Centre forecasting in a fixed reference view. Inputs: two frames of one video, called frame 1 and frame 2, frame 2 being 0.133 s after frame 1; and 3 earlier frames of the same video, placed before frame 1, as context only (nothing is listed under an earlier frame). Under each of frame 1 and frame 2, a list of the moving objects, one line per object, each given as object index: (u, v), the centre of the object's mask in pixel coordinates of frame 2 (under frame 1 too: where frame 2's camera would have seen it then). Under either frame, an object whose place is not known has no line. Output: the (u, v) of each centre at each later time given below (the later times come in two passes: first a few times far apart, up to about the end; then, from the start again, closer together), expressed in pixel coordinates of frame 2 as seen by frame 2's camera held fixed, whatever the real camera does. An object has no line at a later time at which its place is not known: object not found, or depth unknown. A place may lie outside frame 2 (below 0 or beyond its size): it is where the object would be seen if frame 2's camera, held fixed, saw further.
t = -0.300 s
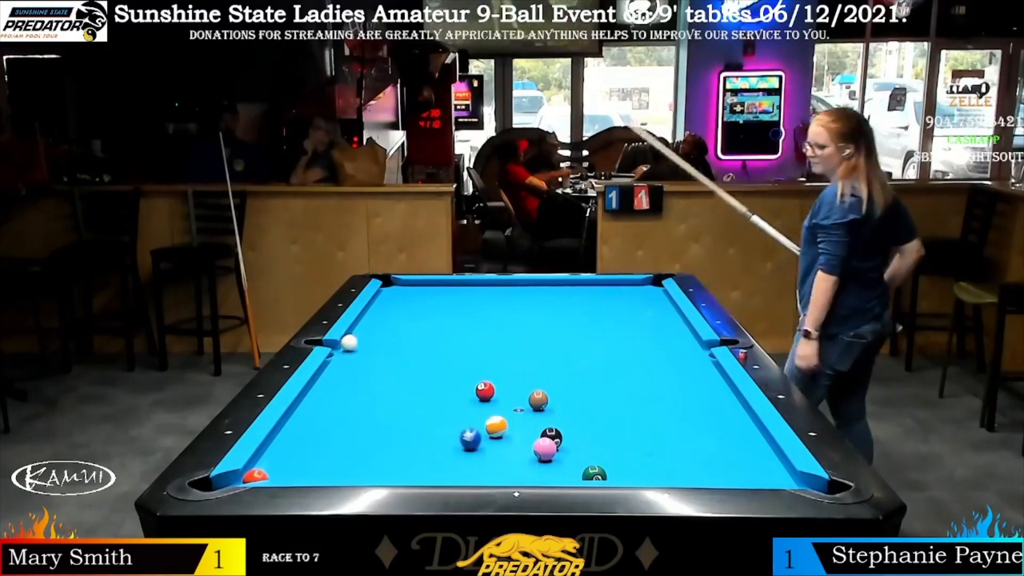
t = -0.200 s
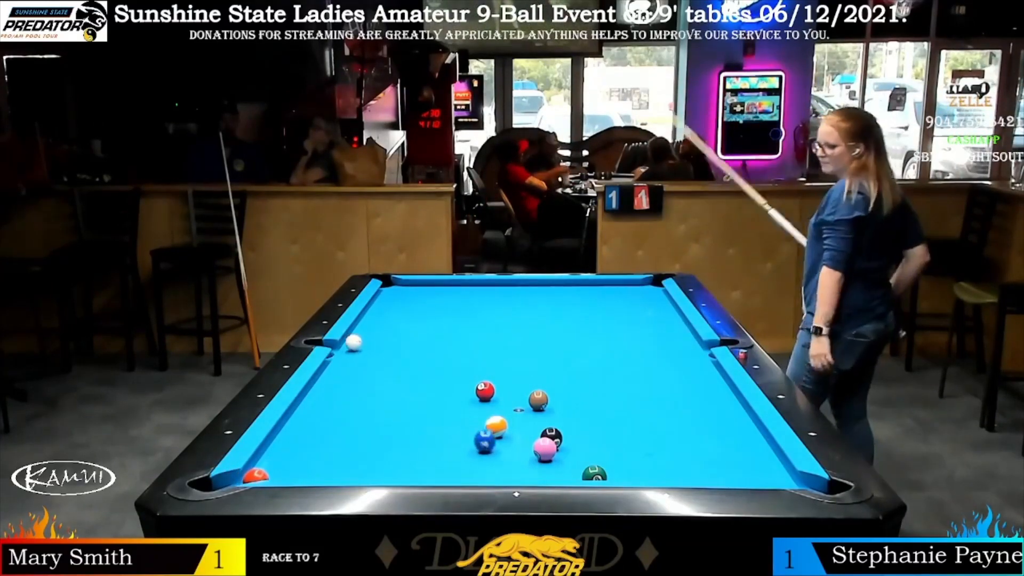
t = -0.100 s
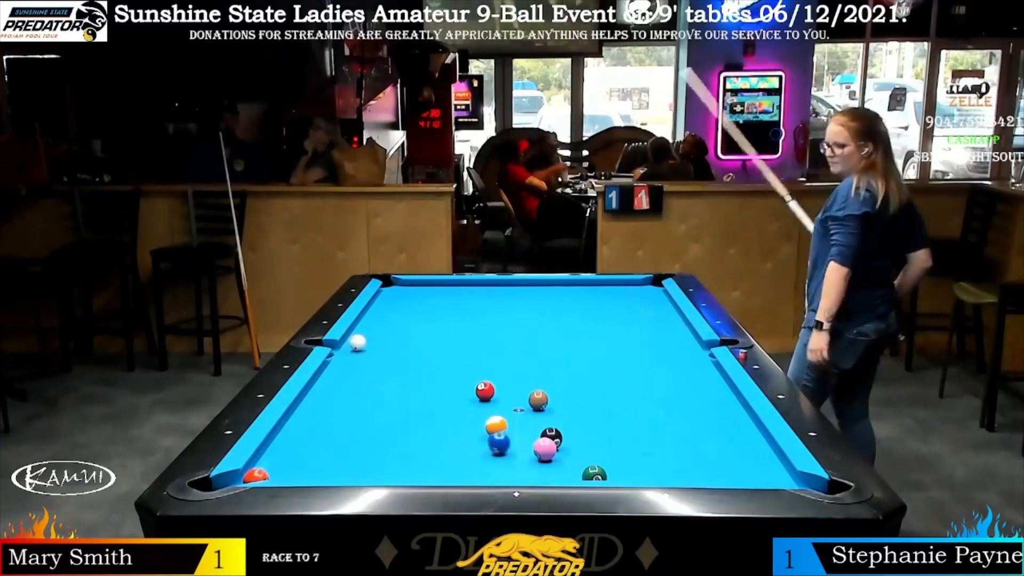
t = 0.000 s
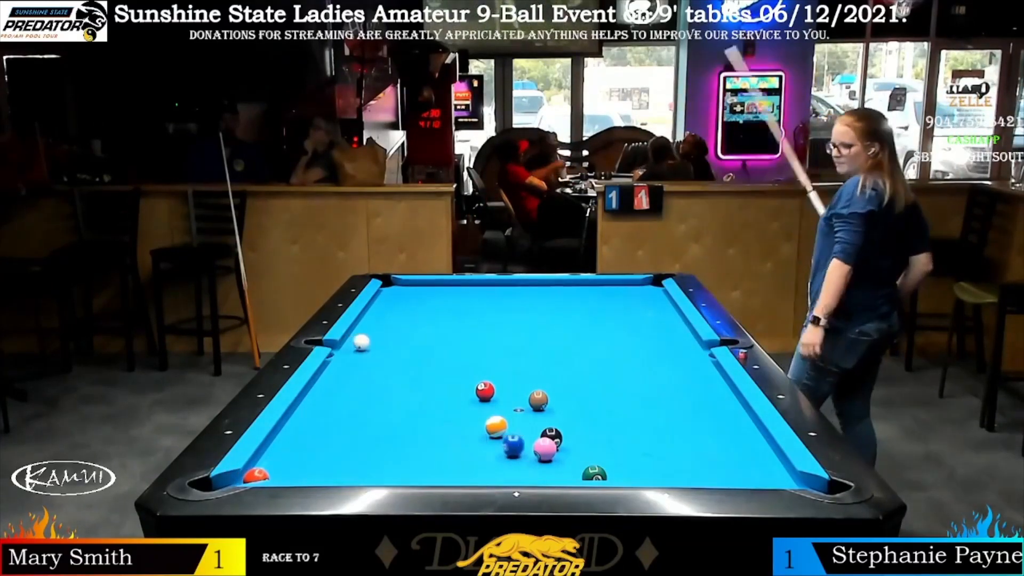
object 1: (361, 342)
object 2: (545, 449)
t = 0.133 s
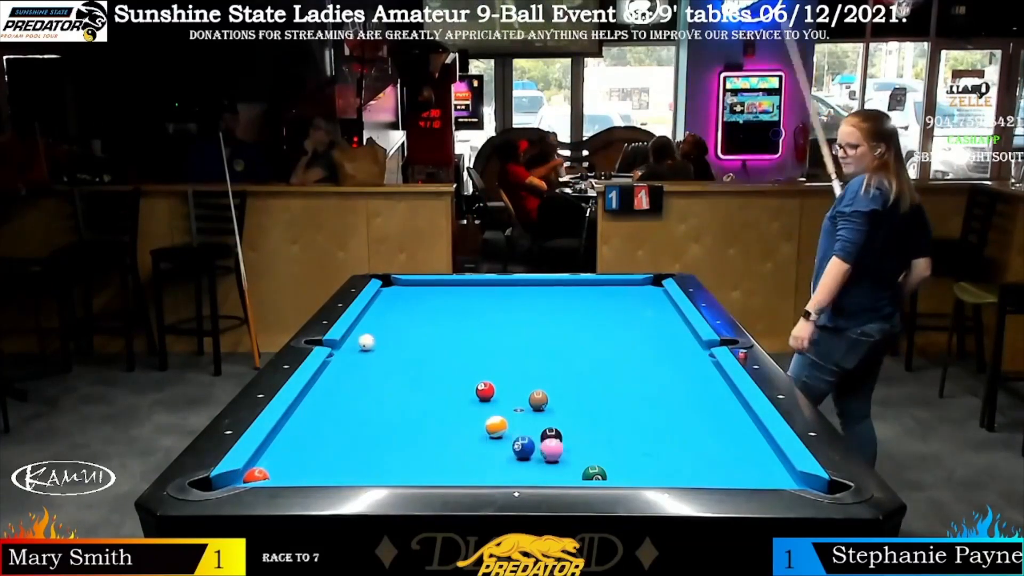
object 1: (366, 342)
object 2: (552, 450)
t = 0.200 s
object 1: (368, 342)
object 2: (557, 450)
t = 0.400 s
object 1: (374, 342)
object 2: (574, 452)
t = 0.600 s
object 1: (379, 342)
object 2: (589, 454)
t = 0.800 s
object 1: (383, 341)
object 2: (603, 455)
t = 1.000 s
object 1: (386, 341)
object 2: (616, 458)
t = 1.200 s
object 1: (388, 341)
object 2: (627, 459)
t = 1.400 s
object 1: (389, 341)
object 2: (638, 460)
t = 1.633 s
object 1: (389, 341)
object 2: (648, 462)
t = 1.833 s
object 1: (389, 341)
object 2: (655, 462)
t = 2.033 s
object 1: (389, 341)
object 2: (661, 464)
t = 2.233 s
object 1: (389, 341)
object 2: (665, 464)
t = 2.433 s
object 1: (389, 341)
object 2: (668, 464)
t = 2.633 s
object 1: (389, 341)
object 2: (670, 465)
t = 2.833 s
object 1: (389, 341)
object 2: (670, 465)
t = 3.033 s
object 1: (389, 341)
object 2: (670, 465)
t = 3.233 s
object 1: (389, 341)
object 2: (670, 465)
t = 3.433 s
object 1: (389, 341)
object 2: (670, 465)
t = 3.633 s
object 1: (389, 341)
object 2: (670, 465)
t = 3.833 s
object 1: (389, 341)
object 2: (670, 465)
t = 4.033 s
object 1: (389, 341)
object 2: (670, 465)
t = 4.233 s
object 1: (389, 341)
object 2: (670, 465)
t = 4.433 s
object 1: (389, 341)
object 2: (670, 465)
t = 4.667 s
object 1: (389, 341)
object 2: (670, 465)
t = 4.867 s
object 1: (389, 341)
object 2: (670, 465)
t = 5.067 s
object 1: (389, 341)
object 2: (670, 465)
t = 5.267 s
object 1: (389, 341)
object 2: (670, 465)
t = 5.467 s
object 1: (389, 341)
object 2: (670, 465)
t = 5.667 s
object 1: (389, 341)
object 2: (670, 465)
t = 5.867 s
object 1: (389, 341)
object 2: (670, 465)
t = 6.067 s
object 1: (389, 341)
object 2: (670, 465)
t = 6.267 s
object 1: (389, 341)
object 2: (670, 465)
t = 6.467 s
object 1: (389, 341)
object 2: (670, 465)
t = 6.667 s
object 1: (389, 341)
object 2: (670, 465)
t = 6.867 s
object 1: (389, 341)
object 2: (670, 465)
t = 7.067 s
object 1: (389, 341)
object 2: (670, 465)
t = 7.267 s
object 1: (389, 341)
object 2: (670, 465)
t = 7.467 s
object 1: (389, 341)
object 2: (670, 465)
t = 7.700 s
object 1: (389, 341)
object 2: (670, 465)
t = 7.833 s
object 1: (389, 341)
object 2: (670, 465)
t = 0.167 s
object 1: (367, 342)
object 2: (555, 450)
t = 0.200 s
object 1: (368, 342)
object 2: (557, 450)
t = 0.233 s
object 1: (370, 342)
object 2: (560, 451)
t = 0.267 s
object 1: (371, 342)
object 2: (563, 451)
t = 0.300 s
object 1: (372, 342)
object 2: (566, 451)
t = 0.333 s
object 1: (372, 342)
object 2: (569, 452)
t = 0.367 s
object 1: (373, 342)
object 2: (571, 452)
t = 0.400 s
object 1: (374, 342)
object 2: (574, 452)
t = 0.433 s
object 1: (375, 342)
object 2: (576, 453)
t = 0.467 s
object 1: (376, 342)
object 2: (579, 453)
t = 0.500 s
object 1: (377, 342)
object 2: (582, 453)
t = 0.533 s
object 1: (378, 342)
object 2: (584, 453)
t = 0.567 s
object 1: (378, 342)
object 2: (587, 454)
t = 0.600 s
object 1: (379, 342)
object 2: (589, 454)
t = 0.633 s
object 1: (380, 341)
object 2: (592, 454)
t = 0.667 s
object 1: (381, 341)
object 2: (594, 454)
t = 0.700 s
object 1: (381, 341)
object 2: (596, 454)
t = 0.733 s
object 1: (382, 341)
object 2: (599, 455)
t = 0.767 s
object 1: (382, 341)
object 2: (601, 455)
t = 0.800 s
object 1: (383, 341)
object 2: (603, 455)
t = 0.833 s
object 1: (384, 341)
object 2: (605, 456)
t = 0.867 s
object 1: (384, 341)
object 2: (607, 457)
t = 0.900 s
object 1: (385, 341)
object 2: (610, 457)
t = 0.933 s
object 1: (385, 341)
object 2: (612, 457)
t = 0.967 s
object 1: (386, 341)
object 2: (614, 457)
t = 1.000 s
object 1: (386, 341)
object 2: (616, 458)
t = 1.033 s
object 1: (386, 341)
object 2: (618, 458)
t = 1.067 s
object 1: (387, 341)
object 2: (620, 458)
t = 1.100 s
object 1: (387, 341)
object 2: (622, 458)
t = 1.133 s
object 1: (387, 341)
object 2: (624, 459)
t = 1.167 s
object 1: (388, 341)
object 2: (626, 459)
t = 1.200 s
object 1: (388, 341)
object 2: (627, 459)
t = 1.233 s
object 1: (388, 341)
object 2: (629, 459)
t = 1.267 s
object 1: (389, 341)
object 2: (631, 460)
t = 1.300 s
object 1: (389, 341)
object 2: (633, 460)
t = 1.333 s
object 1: (389, 341)
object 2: (635, 460)
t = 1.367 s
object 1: (389, 341)
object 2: (636, 460)
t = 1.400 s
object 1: (389, 341)
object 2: (638, 460)
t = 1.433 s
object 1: (389, 341)
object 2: (639, 461)
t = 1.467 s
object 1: (389, 341)
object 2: (641, 461)
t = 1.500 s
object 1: (389, 341)
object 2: (642, 461)
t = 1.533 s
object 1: (389, 341)
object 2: (644, 461)
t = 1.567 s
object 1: (389, 341)
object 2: (645, 462)
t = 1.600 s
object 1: (389, 341)
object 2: (647, 462)
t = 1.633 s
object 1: (389, 341)
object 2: (648, 462)
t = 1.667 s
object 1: (389, 341)
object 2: (649, 462)
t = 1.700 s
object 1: (389, 341)
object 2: (650, 462)
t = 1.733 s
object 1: (389, 341)
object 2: (652, 463)
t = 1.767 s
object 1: (389, 341)
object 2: (653, 463)
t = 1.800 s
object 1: (389, 341)
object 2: (654, 462)
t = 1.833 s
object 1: (389, 341)
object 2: (655, 462)
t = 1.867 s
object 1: (389, 341)
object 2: (656, 463)
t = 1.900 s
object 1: (389, 341)
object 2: (657, 463)
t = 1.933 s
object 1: (389, 341)
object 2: (658, 463)
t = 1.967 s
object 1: (389, 341)
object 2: (659, 464)
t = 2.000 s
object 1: (389, 341)
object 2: (660, 463)
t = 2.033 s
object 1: (389, 341)
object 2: (661, 464)
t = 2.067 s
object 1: (389, 341)
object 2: (662, 463)
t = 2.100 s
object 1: (389, 341)
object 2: (662, 464)
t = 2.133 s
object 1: (389, 341)
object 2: (663, 464)
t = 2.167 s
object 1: (389, 341)
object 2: (664, 464)
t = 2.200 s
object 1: (389, 341)
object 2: (665, 464)
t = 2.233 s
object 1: (389, 341)
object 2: (665, 464)
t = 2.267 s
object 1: (389, 341)
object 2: (666, 464)
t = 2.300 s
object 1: (389, 341)
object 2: (667, 464)
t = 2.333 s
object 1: (389, 341)
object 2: (667, 464)
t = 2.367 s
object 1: (389, 341)
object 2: (667, 464)
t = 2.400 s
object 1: (389, 341)
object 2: (668, 464)
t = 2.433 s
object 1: (389, 341)
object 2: (668, 464)
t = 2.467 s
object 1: (389, 341)
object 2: (669, 465)
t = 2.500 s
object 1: (389, 341)
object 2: (669, 464)
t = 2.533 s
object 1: (389, 341)
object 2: (669, 465)
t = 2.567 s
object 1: (389, 341)
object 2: (669, 464)
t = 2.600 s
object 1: (389, 341)
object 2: (670, 465)
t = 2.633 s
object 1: (389, 341)
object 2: (670, 465)
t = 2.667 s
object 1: (389, 341)
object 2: (670, 465)
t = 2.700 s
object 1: (389, 341)
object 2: (670, 465)
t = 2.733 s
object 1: (389, 341)
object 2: (670, 465)
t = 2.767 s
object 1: (389, 341)
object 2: (670, 465)
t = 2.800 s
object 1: (389, 341)
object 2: (670, 465)
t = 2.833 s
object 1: (389, 341)
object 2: (670, 465)
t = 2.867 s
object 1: (389, 341)
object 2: (670, 465)
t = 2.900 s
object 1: (389, 341)
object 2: (670, 465)
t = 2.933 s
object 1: (389, 341)
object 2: (670, 465)
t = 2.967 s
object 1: (389, 341)
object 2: (670, 465)
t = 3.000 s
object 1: (389, 341)
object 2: (670, 465)
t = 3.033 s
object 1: (389, 341)
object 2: (670, 465)
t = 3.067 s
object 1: (389, 341)
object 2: (670, 465)
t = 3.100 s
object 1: (389, 341)
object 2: (670, 465)
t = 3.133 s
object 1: (389, 341)
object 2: (670, 465)
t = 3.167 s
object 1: (389, 341)
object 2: (670, 465)
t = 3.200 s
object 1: (389, 341)
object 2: (670, 465)
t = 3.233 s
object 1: (389, 341)
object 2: (670, 465)
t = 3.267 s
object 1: (389, 341)
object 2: (670, 465)
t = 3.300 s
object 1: (389, 341)
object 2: (670, 465)
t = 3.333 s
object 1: (389, 341)
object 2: (670, 465)
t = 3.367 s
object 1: (389, 341)
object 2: (670, 465)
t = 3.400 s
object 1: (389, 341)
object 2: (670, 465)
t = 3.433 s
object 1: (389, 341)
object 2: (670, 465)
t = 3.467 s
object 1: (389, 341)
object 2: (670, 465)
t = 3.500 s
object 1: (389, 341)
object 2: (670, 465)
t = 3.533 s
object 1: (389, 341)
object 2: (670, 465)
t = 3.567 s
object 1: (389, 341)
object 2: (670, 465)
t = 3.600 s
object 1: (389, 341)
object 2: (670, 465)
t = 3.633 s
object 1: (389, 341)
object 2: (670, 465)
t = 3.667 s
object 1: (389, 341)
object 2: (670, 465)
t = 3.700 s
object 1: (389, 341)
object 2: (670, 465)
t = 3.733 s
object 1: (389, 341)
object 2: (670, 465)
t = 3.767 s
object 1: (389, 341)
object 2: (670, 465)
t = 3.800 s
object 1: (389, 341)
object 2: (670, 465)
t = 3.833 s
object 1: (389, 341)
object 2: (670, 465)
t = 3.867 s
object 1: (389, 341)
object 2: (670, 465)
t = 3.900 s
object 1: (389, 341)
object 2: (670, 465)
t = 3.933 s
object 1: (389, 341)
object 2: (670, 465)
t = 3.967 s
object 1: (389, 341)
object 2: (670, 465)
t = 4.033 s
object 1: (389, 341)
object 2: (670, 465)
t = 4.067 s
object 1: (389, 341)
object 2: (670, 465)
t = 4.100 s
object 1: (389, 341)
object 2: (670, 465)
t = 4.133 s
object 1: (389, 341)
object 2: (670, 465)
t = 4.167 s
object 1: (389, 341)
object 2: (670, 465)
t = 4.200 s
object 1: (389, 341)
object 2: (670, 465)
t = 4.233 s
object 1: (389, 341)
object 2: (670, 465)
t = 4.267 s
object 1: (389, 341)
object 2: (670, 465)
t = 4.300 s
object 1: (389, 341)
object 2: (670, 465)
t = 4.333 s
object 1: (389, 341)
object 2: (670, 465)
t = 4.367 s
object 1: (389, 341)
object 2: (670, 465)
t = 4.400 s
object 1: (389, 341)
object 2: (670, 465)
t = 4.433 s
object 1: (389, 341)
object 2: (670, 465)
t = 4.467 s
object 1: (389, 341)
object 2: (670, 465)
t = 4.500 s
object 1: (389, 341)
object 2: (670, 465)
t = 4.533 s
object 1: (389, 341)
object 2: (670, 465)
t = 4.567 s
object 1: (389, 341)
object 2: (670, 465)
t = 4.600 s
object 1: (389, 341)
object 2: (670, 465)
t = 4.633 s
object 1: (389, 341)
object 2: (670, 465)
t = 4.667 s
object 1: (389, 341)
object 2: (670, 465)
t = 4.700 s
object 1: (389, 341)
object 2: (670, 465)
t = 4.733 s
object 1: (389, 341)
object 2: (670, 465)
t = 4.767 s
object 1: (389, 341)
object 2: (670, 465)
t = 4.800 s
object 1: (389, 341)
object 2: (670, 465)
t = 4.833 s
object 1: (389, 341)
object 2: (670, 465)
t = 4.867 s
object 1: (389, 341)
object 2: (670, 465)
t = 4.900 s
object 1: (389, 341)
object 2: (670, 465)
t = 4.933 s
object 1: (389, 341)
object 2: (670, 465)
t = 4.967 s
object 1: (389, 341)
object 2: (670, 465)
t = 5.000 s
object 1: (389, 341)
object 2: (670, 465)
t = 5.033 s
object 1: (389, 341)
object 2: (670, 465)
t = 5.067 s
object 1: (389, 341)
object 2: (670, 465)
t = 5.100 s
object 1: (389, 341)
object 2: (670, 465)
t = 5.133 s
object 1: (389, 341)
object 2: (670, 465)
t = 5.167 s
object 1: (389, 341)
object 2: (670, 465)
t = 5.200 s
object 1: (389, 341)
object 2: (670, 465)
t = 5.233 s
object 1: (389, 341)
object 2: (670, 465)
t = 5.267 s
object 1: (389, 341)
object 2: (670, 465)
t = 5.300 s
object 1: (389, 341)
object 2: (670, 465)
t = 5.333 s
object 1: (389, 341)
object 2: (670, 465)
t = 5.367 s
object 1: (389, 341)
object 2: (670, 465)
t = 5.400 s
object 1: (389, 341)
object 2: (670, 465)
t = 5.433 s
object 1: (389, 341)
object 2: (670, 465)
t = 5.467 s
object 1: (389, 341)
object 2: (670, 465)
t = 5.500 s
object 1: (389, 341)
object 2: (670, 465)
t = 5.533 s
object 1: (389, 341)
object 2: (670, 465)
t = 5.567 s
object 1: (389, 341)
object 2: (670, 465)
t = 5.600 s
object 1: (389, 341)
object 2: (670, 465)
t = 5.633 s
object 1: (389, 341)
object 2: (670, 465)
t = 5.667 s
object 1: (389, 341)
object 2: (670, 465)
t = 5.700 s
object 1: (389, 341)
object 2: (670, 465)
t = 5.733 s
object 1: (389, 341)
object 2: (670, 465)
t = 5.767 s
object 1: (389, 341)
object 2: (670, 465)
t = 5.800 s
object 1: (389, 341)
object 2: (670, 465)
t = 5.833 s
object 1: (389, 341)
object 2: (670, 465)
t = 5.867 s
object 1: (389, 341)
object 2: (670, 465)
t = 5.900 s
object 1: (389, 341)
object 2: (670, 465)
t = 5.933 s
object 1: (389, 341)
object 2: (670, 465)
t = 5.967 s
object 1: (389, 341)
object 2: (670, 465)
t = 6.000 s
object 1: (389, 341)
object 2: (670, 465)
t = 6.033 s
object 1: (389, 341)
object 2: (670, 465)
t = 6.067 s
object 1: (389, 341)
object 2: (670, 465)
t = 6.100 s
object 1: (389, 341)
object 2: (670, 465)
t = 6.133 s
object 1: (389, 341)
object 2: (670, 465)
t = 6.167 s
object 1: (389, 341)
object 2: (670, 465)
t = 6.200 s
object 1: (389, 341)
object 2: (670, 465)
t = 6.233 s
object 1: (389, 341)
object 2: (670, 465)
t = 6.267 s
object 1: (389, 341)
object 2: (670, 465)
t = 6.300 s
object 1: (389, 341)
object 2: (670, 465)
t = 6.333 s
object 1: (389, 341)
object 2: (670, 465)
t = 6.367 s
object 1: (389, 341)
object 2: (670, 465)
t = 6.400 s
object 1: (389, 341)
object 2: (670, 465)
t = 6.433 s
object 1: (389, 341)
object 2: (670, 465)
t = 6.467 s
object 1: (389, 341)
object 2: (670, 465)
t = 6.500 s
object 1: (389, 341)
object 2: (670, 465)
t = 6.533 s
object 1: (389, 341)
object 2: (670, 465)
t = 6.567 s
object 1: (389, 341)
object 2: (670, 465)
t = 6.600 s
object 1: (389, 341)
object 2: (670, 465)
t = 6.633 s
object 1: (389, 341)
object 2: (670, 465)
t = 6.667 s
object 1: (389, 341)
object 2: (670, 465)
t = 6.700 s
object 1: (389, 341)
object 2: (670, 465)
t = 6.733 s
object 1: (389, 341)
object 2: (670, 465)
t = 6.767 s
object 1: (389, 341)
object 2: (670, 465)
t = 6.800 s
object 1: (389, 341)
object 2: (670, 465)
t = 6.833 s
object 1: (389, 341)
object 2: (670, 465)
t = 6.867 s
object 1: (389, 341)
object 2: (670, 465)
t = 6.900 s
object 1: (389, 341)
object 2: (670, 465)
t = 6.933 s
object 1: (389, 341)
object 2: (670, 465)
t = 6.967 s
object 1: (389, 341)
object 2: (670, 464)
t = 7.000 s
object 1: (389, 341)
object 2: (670, 465)
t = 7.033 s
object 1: (389, 341)
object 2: (670, 465)
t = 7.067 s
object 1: (389, 341)
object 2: (670, 465)
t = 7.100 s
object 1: (389, 341)
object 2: (670, 465)
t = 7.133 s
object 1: (389, 341)
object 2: (670, 465)
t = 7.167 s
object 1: (389, 341)
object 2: (670, 465)
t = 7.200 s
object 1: (389, 341)
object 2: (670, 465)
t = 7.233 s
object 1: (389, 341)
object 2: (670, 465)
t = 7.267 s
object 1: (389, 341)
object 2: (670, 465)
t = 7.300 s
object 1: (389, 341)
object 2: (670, 465)
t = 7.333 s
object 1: (389, 341)
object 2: (670, 465)
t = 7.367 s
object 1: (389, 341)
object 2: (670, 465)
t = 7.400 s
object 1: (389, 341)
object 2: (670, 465)
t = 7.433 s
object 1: (389, 341)
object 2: (670, 465)
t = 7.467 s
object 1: (389, 341)
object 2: (670, 465)
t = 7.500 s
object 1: (389, 341)
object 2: (670, 465)
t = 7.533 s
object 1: (389, 341)
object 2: (670, 465)
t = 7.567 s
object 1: (389, 341)
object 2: (670, 465)
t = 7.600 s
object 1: (389, 341)
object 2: (670, 465)
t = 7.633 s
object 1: (389, 341)
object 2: (670, 465)
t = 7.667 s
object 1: (389, 341)
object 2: (670, 465)
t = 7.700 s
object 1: (389, 341)
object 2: (670, 465)
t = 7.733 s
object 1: (389, 341)
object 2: (670, 465)
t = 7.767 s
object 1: (389, 341)
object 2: (670, 465)
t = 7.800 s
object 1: (389, 341)
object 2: (670, 465)
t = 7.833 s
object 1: (389, 341)
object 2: (670, 465)
